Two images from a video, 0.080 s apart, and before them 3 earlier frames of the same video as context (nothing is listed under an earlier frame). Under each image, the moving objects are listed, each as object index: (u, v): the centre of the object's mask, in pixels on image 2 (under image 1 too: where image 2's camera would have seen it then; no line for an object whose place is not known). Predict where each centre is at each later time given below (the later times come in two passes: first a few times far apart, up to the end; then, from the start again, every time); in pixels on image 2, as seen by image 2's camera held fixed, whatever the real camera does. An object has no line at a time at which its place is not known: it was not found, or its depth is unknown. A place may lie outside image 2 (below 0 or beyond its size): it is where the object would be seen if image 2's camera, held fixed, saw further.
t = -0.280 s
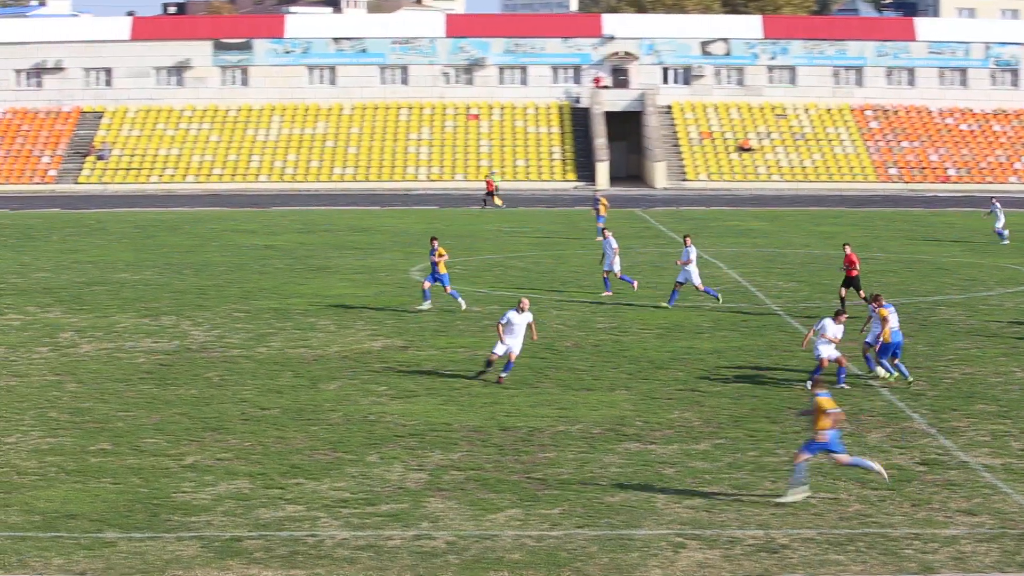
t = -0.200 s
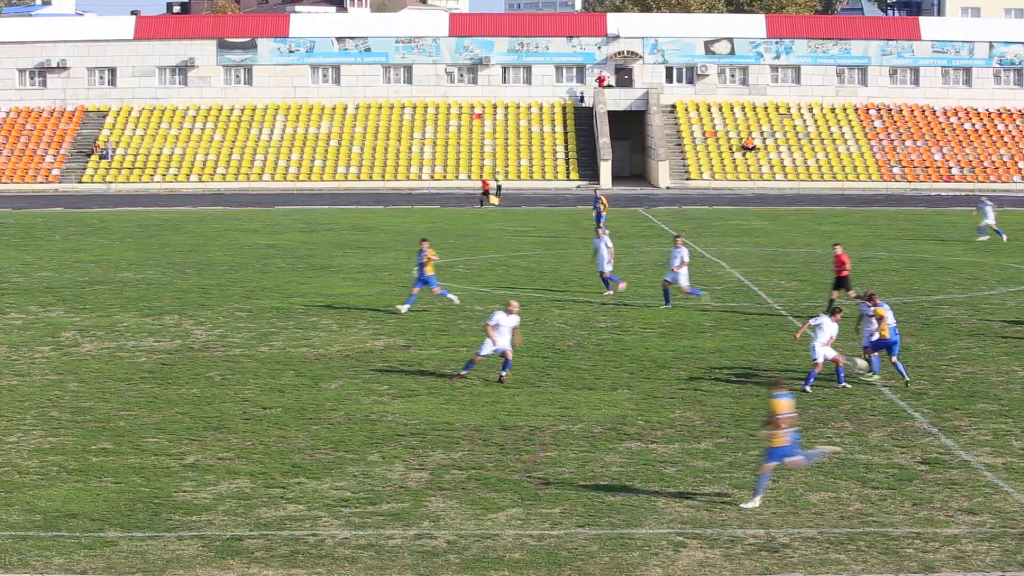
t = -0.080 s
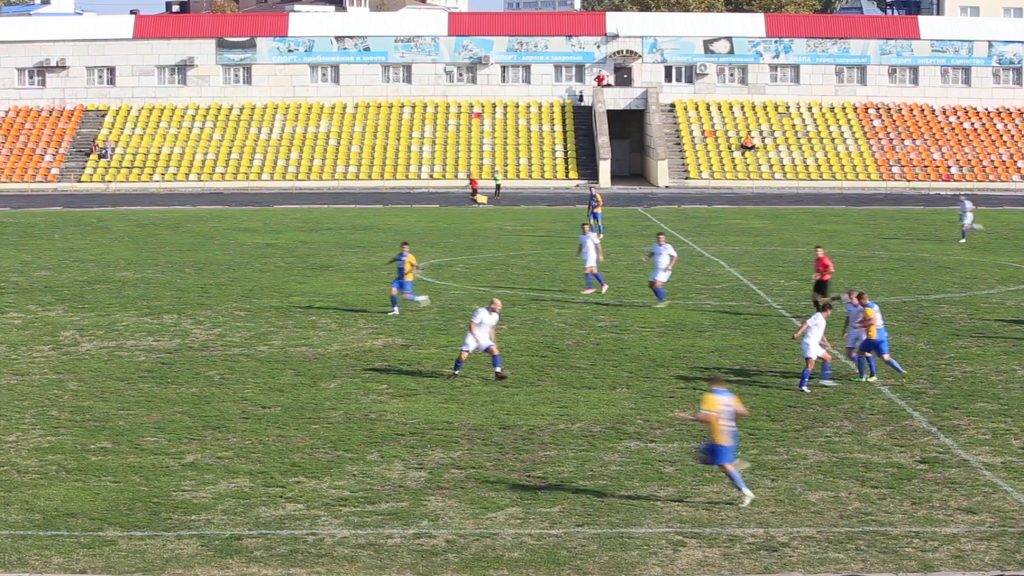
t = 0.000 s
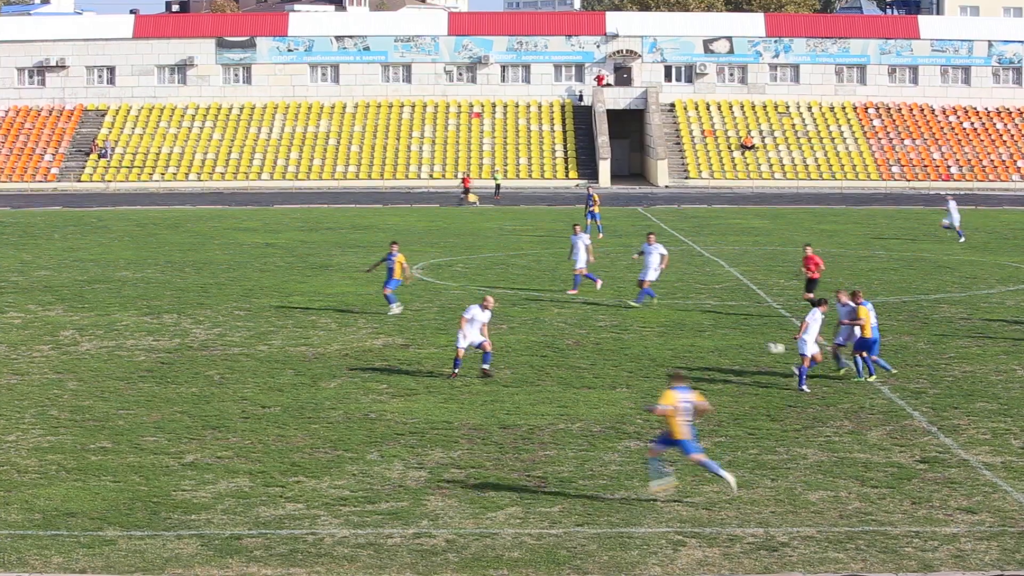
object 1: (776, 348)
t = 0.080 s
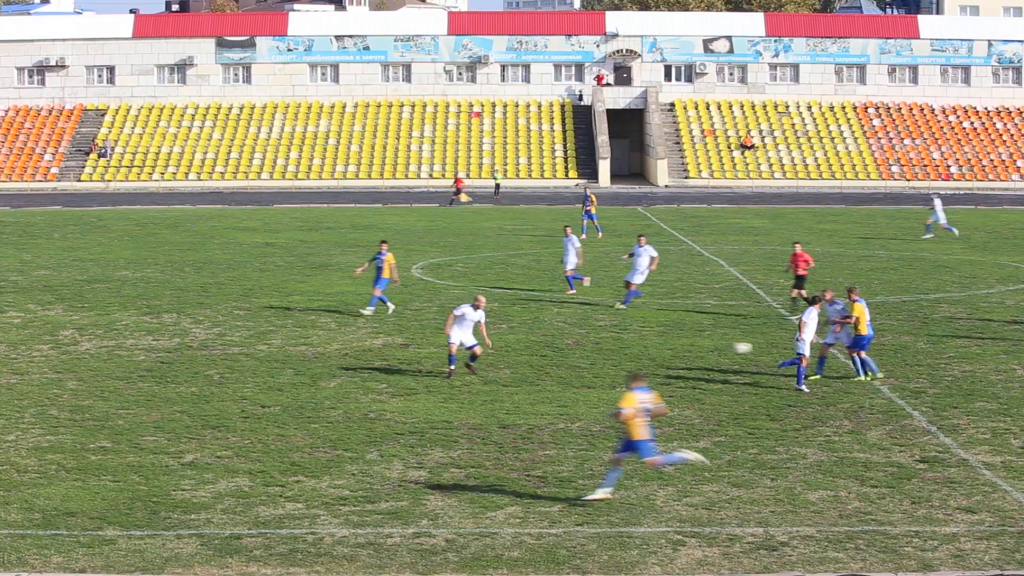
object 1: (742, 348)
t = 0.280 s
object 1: (655, 362)
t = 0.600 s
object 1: (521, 390)
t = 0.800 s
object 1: (457, 387)
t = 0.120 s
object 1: (725, 349)
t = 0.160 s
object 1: (708, 351)
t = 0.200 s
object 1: (690, 354)
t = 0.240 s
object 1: (673, 357)
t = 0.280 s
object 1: (655, 362)
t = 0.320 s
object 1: (637, 367)
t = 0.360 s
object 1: (619, 373)
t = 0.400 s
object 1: (600, 380)
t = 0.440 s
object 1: (582, 388)
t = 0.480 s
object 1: (562, 397)
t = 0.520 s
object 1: (546, 399)
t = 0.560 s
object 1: (535, 394)
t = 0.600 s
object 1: (521, 390)
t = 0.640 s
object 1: (509, 388)
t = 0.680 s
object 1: (495, 386)
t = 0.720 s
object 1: (484, 385)
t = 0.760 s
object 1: (471, 386)
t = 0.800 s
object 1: (457, 387)
